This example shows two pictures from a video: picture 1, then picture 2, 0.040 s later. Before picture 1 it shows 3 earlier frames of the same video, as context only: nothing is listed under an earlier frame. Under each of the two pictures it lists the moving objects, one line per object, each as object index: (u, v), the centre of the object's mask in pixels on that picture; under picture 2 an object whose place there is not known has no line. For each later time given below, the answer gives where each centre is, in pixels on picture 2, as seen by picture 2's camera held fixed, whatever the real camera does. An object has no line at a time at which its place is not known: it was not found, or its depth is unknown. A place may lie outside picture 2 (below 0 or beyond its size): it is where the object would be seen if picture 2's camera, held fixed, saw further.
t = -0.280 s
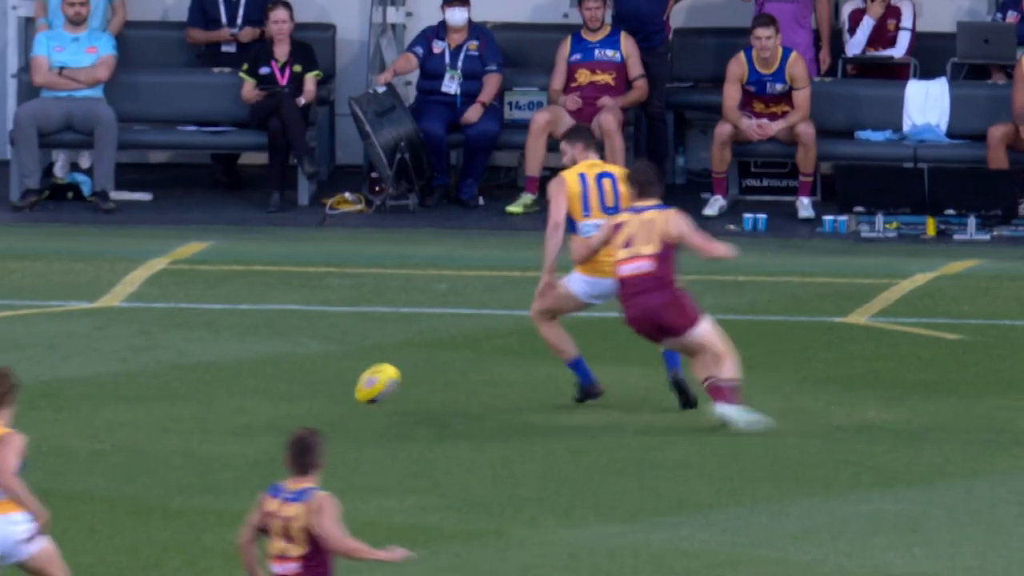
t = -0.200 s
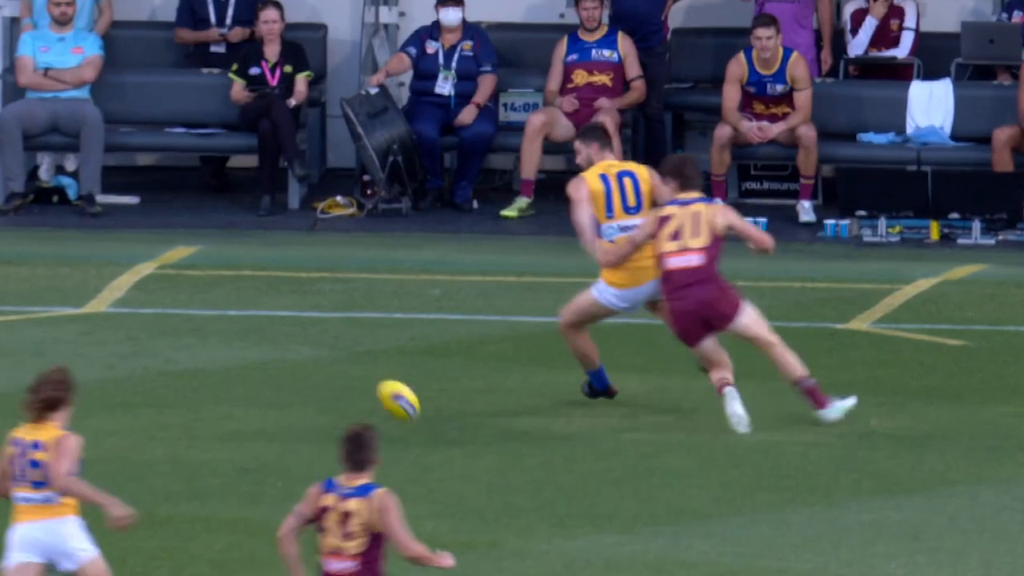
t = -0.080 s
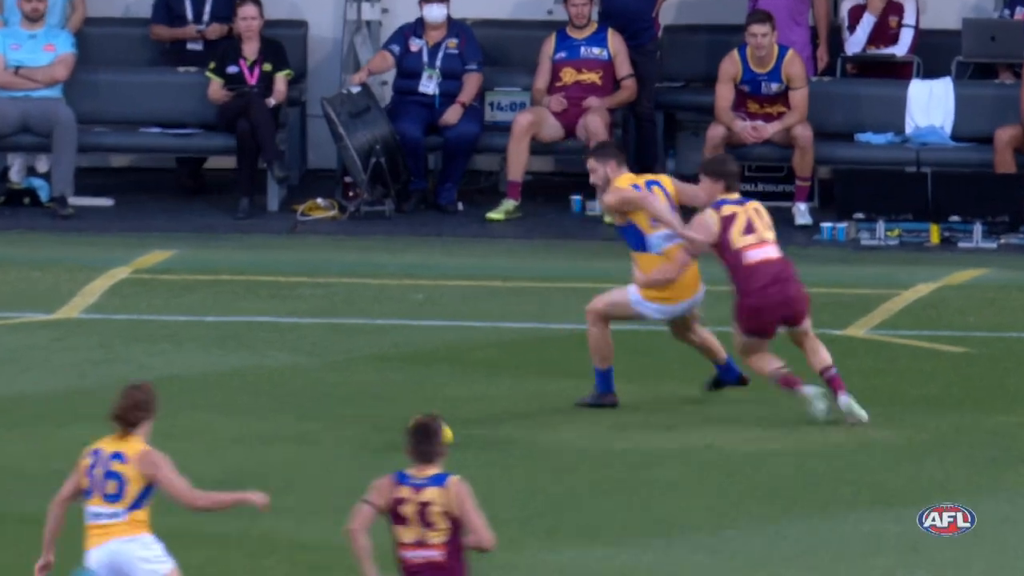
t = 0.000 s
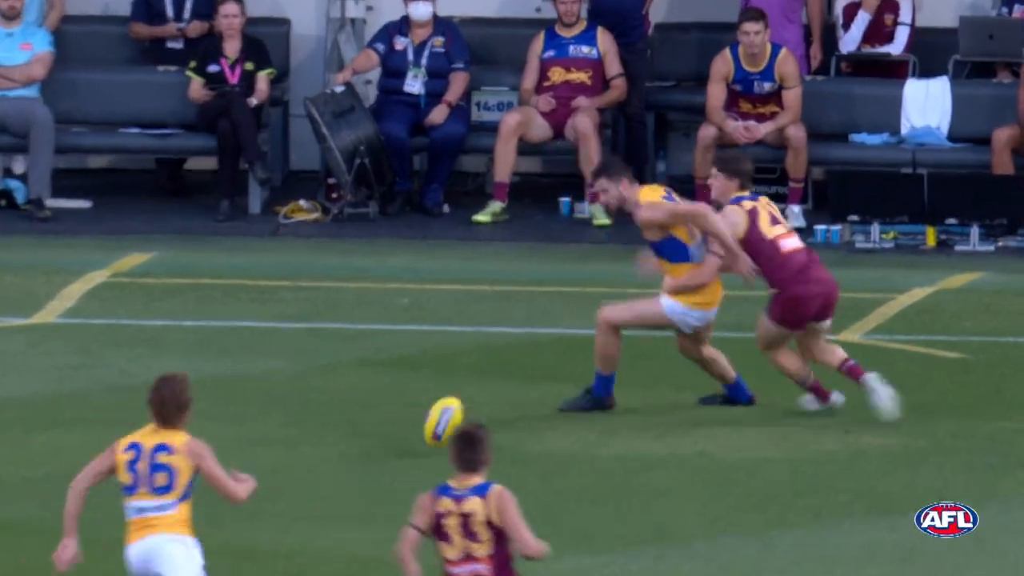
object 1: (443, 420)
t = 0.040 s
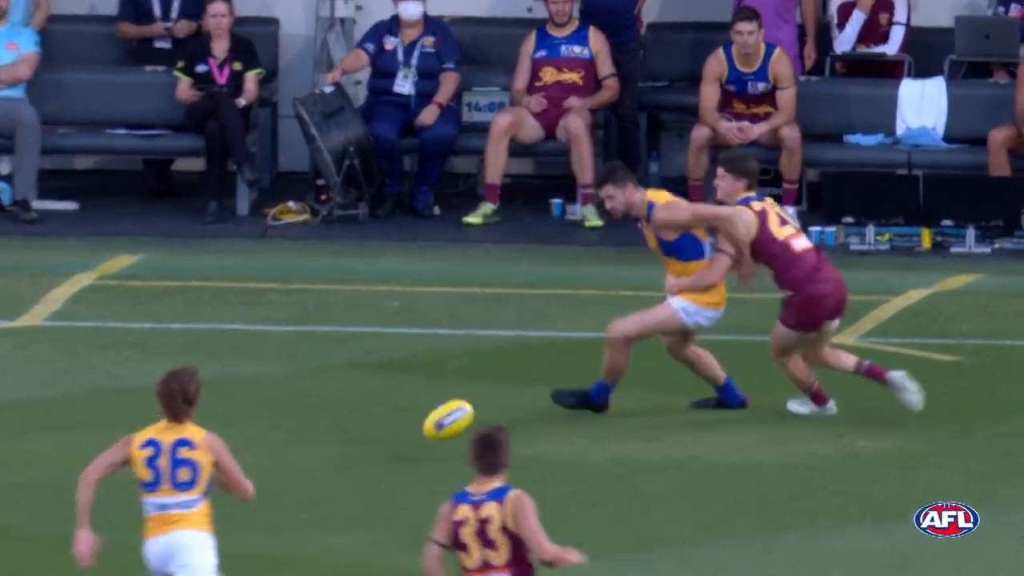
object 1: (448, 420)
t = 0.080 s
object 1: (463, 416)
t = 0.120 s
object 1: (477, 414)
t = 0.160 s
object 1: (491, 415)
